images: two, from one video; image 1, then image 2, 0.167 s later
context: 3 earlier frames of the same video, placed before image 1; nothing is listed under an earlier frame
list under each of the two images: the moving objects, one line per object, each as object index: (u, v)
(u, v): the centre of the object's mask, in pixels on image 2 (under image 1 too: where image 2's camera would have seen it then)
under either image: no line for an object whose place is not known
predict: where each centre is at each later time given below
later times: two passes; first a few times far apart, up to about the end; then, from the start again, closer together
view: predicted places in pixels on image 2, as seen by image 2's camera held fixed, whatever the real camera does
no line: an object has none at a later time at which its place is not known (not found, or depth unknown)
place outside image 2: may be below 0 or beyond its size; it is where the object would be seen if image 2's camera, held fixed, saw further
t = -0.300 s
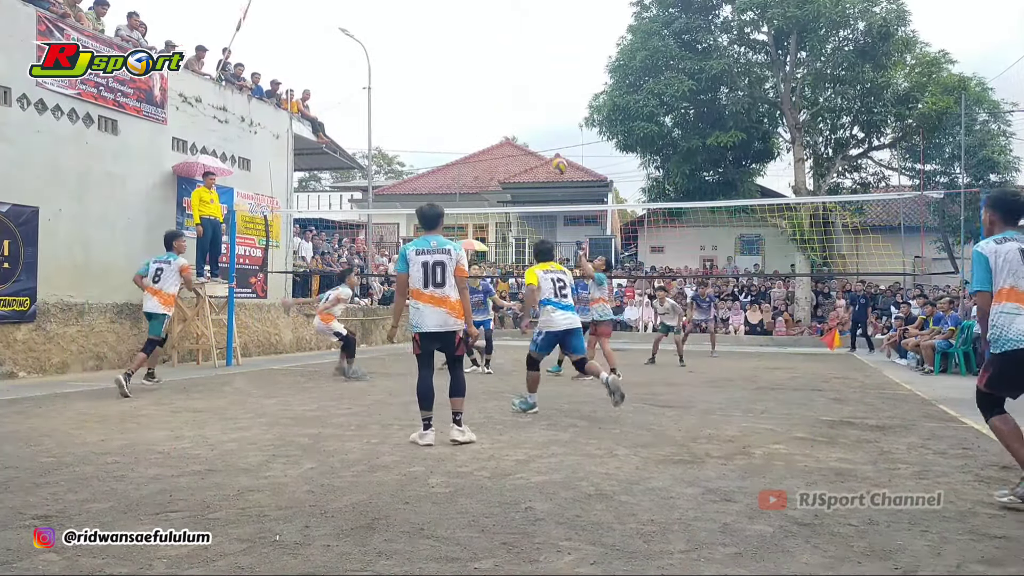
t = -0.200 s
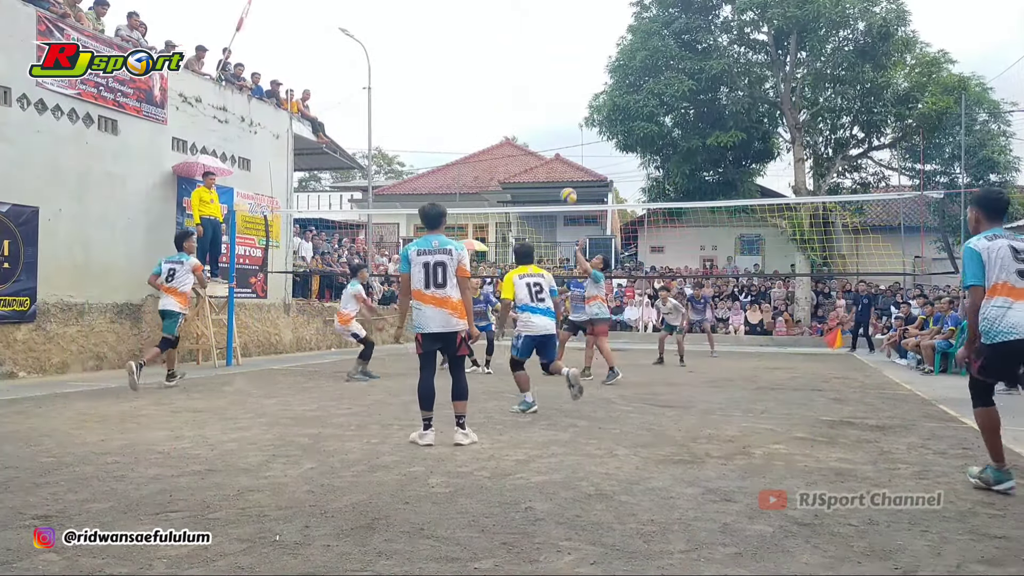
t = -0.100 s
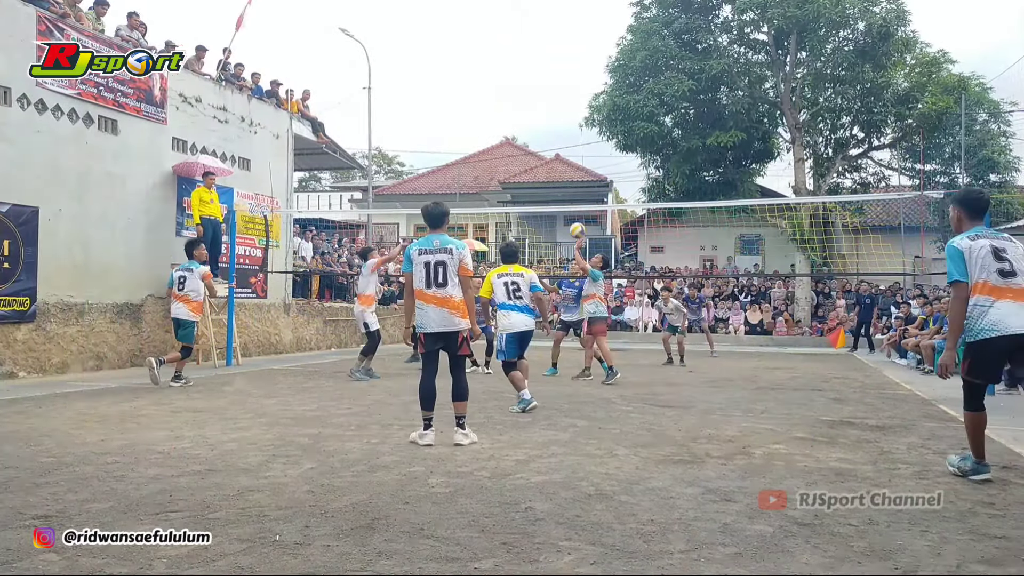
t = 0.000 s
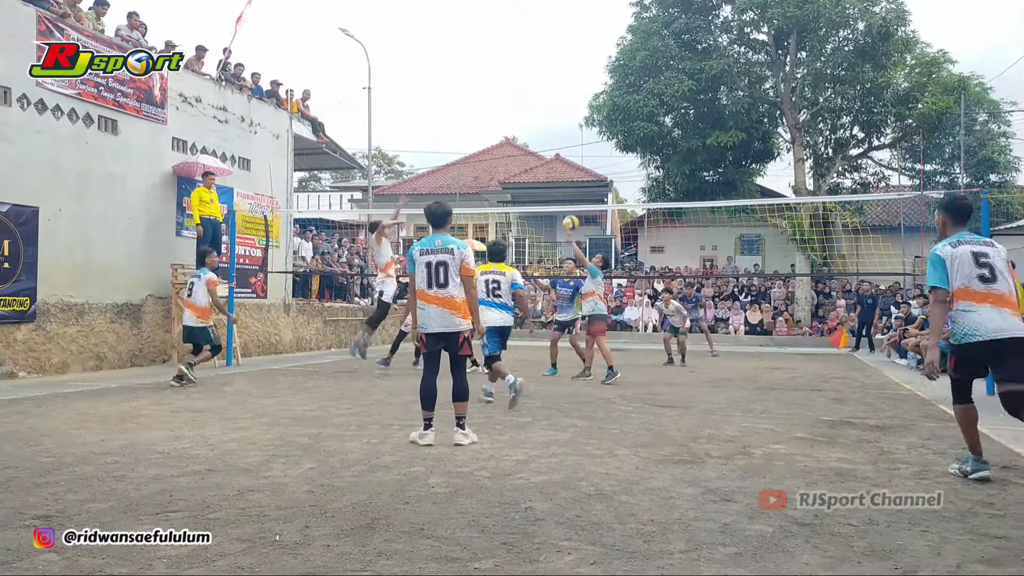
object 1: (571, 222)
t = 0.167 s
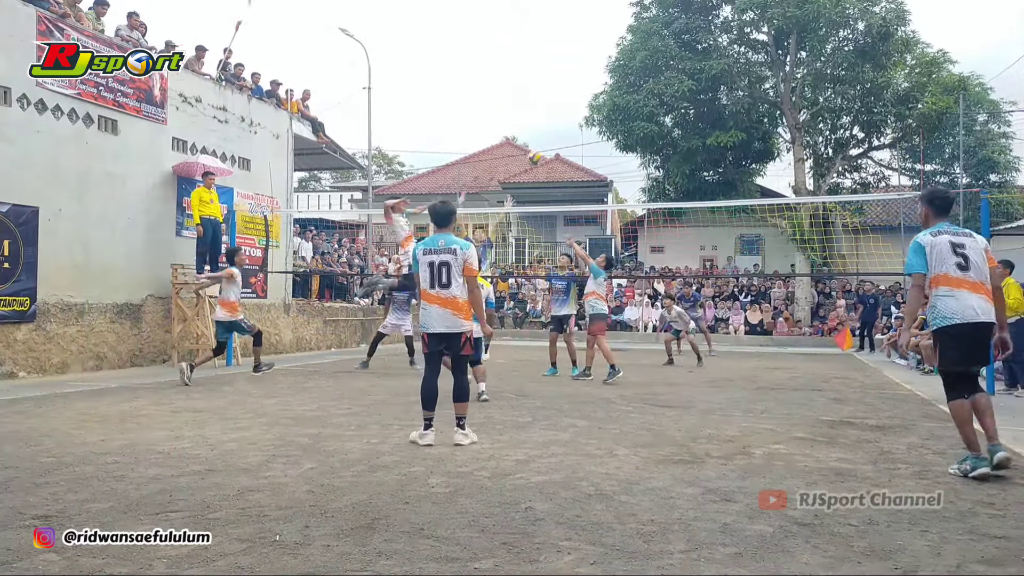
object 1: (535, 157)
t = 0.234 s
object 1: (522, 139)
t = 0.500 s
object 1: (467, 95)
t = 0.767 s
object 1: (416, 99)
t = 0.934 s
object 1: (386, 126)
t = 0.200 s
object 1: (528, 148)
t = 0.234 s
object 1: (522, 139)
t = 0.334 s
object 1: (500, 116)
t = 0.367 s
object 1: (493, 110)
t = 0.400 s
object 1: (486, 105)
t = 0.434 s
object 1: (480, 101)
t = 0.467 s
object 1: (473, 97)
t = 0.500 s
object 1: (467, 95)
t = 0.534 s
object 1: (460, 92)
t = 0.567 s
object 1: (453, 91)
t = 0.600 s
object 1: (447, 91)
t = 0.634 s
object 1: (441, 91)
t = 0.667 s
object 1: (434, 92)
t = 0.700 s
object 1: (428, 94)
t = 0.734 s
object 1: (422, 96)
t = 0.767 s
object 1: (416, 99)
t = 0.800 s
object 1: (410, 103)
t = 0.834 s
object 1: (404, 108)
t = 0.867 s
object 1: (398, 113)
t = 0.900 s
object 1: (392, 119)
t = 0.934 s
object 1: (386, 126)
